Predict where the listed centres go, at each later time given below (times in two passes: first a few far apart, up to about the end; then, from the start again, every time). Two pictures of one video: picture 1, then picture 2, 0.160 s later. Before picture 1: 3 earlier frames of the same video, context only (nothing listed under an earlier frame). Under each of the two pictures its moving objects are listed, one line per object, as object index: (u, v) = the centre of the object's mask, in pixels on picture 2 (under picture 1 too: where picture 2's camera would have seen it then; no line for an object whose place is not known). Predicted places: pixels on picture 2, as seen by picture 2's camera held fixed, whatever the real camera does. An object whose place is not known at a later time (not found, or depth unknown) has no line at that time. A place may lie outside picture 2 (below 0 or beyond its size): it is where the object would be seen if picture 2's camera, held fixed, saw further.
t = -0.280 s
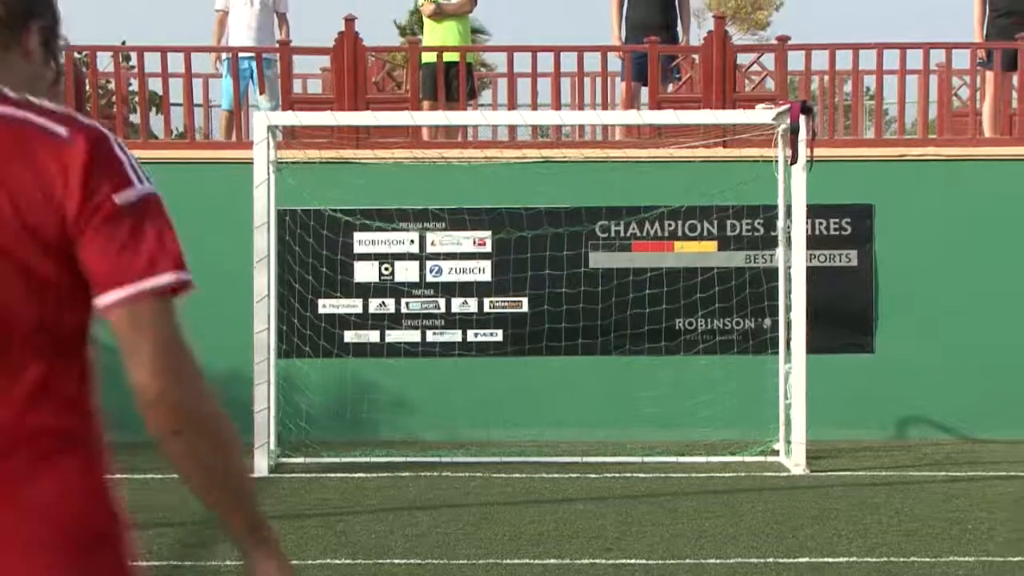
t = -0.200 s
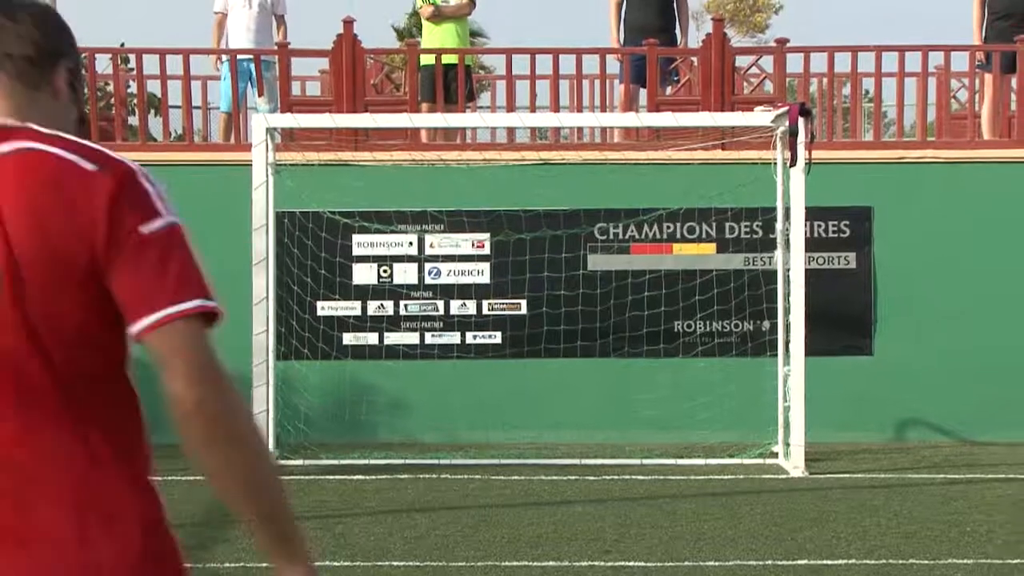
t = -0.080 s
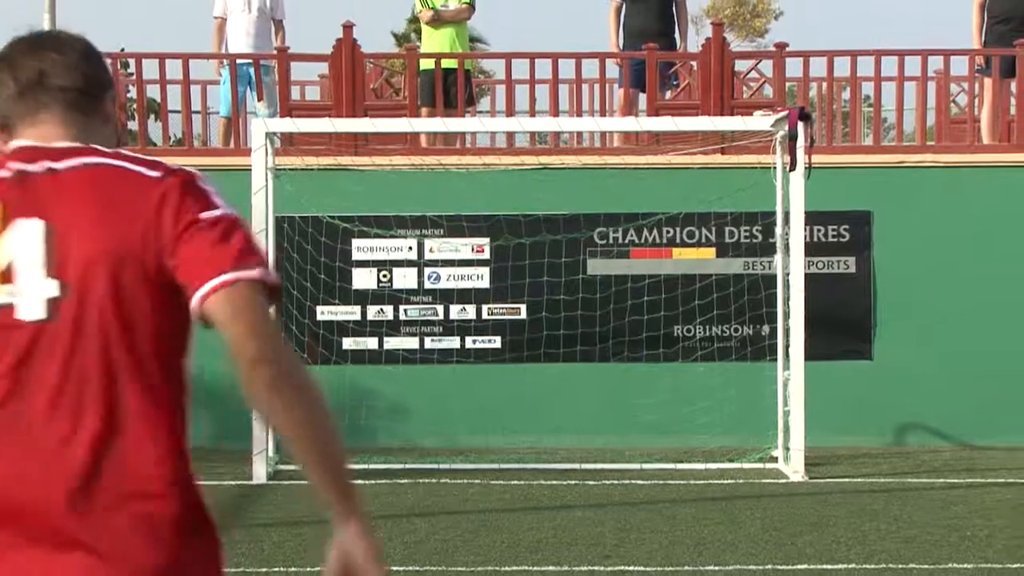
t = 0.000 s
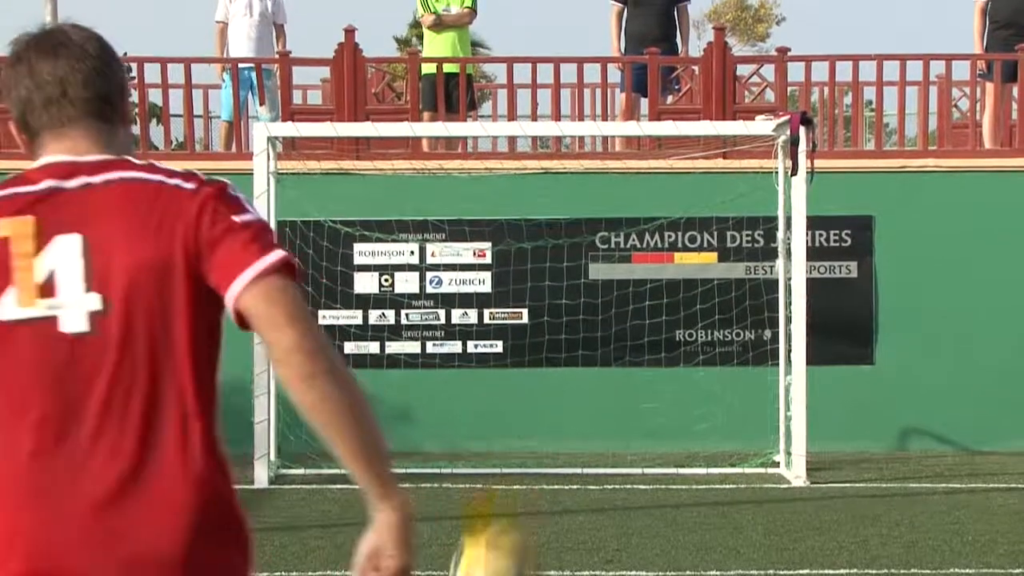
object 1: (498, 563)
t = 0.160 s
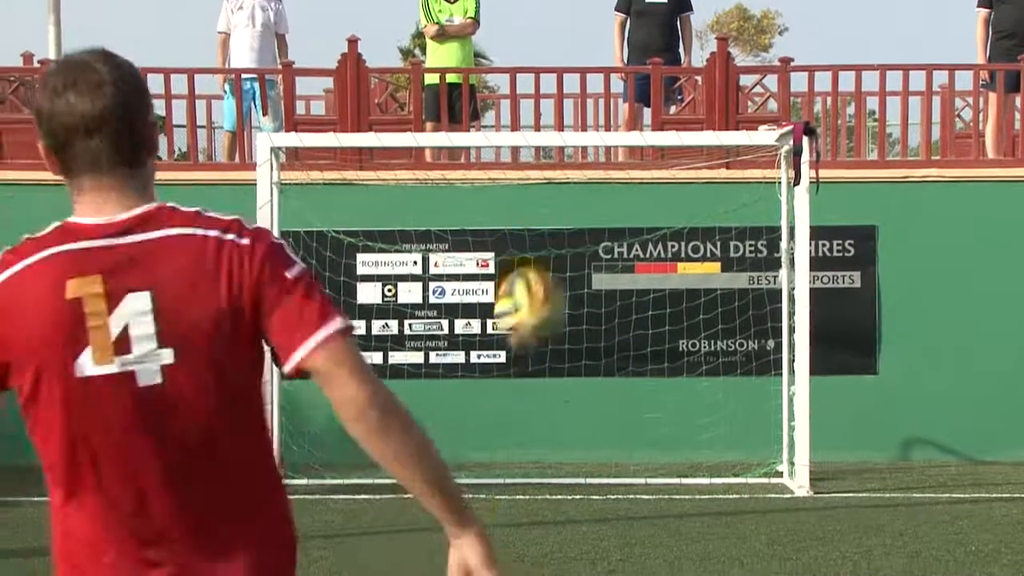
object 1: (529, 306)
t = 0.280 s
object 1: (535, 208)
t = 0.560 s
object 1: (516, 158)
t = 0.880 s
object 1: (479, 232)
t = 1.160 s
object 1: (495, 333)
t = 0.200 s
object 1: (532, 268)
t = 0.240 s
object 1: (534, 234)
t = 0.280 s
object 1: (535, 208)
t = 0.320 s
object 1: (535, 189)
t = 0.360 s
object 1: (533, 175)
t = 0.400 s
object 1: (531, 166)
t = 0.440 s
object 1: (527, 159)
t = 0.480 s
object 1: (524, 157)
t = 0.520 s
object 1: (520, 156)
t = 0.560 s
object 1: (516, 158)
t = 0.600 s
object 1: (512, 161)
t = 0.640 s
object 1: (507, 168)
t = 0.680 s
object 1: (502, 176)
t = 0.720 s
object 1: (495, 185)
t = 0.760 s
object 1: (489, 197)
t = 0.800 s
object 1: (484, 210)
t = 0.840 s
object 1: (478, 224)
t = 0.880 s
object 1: (479, 232)
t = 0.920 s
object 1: (479, 239)
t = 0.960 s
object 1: (481, 248)
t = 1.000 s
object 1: (483, 260)
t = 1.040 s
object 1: (485, 272)
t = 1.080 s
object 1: (488, 289)
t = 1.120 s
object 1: (491, 307)
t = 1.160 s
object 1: (495, 333)
